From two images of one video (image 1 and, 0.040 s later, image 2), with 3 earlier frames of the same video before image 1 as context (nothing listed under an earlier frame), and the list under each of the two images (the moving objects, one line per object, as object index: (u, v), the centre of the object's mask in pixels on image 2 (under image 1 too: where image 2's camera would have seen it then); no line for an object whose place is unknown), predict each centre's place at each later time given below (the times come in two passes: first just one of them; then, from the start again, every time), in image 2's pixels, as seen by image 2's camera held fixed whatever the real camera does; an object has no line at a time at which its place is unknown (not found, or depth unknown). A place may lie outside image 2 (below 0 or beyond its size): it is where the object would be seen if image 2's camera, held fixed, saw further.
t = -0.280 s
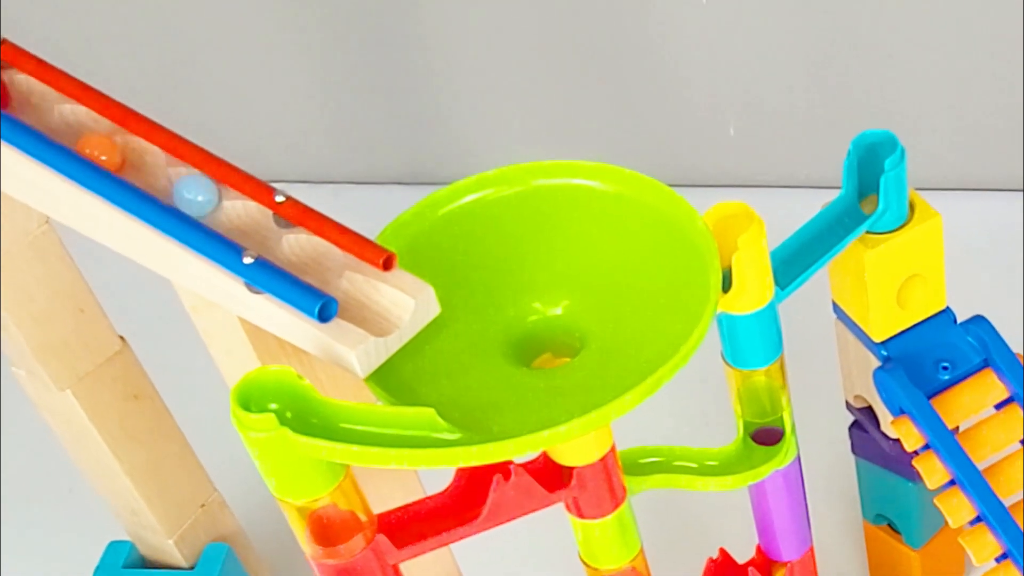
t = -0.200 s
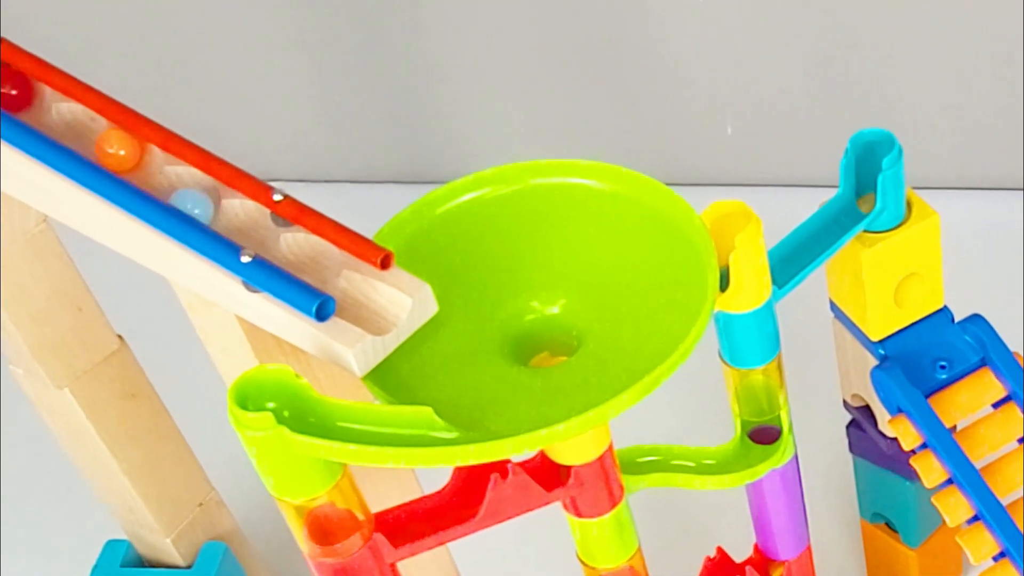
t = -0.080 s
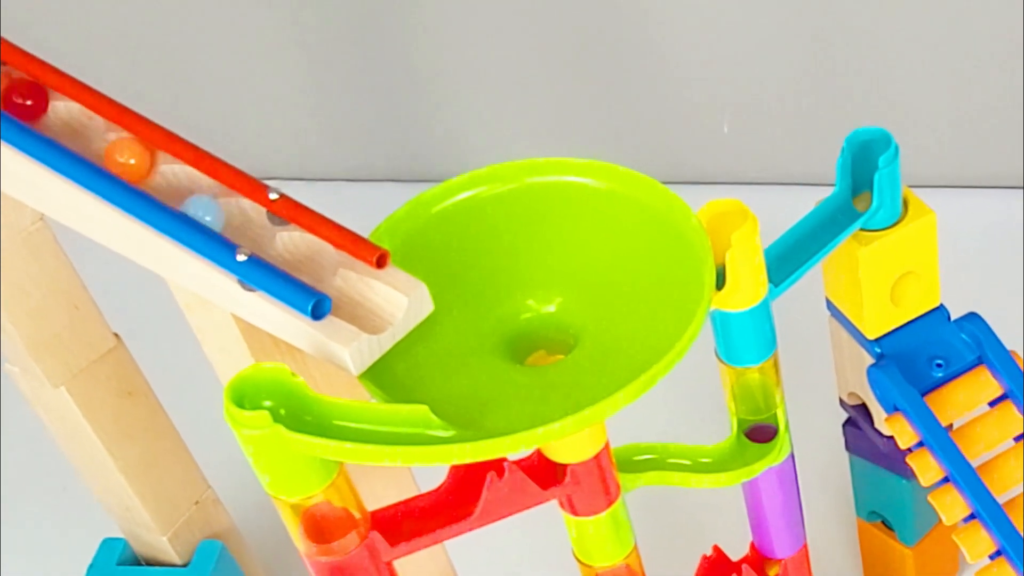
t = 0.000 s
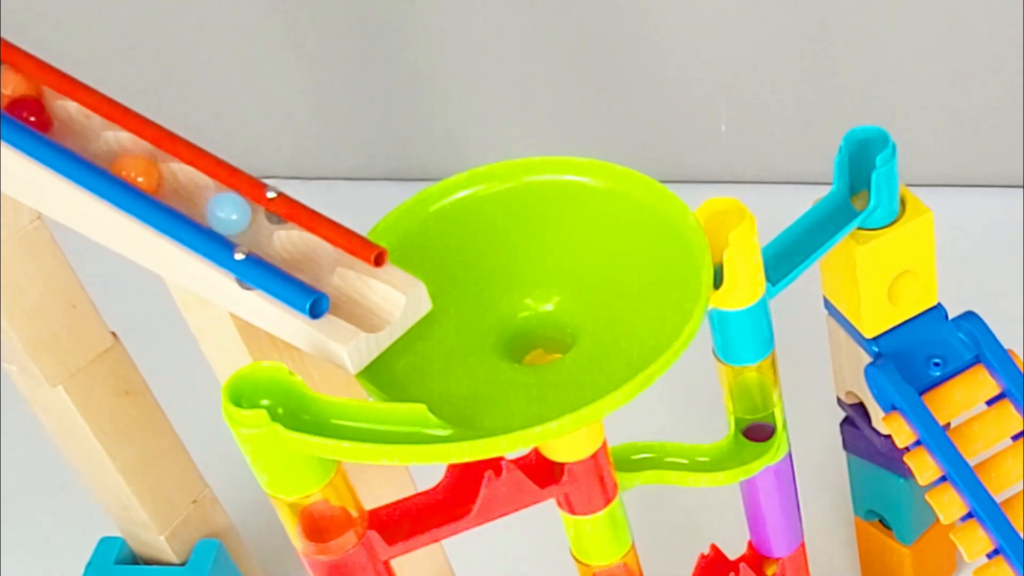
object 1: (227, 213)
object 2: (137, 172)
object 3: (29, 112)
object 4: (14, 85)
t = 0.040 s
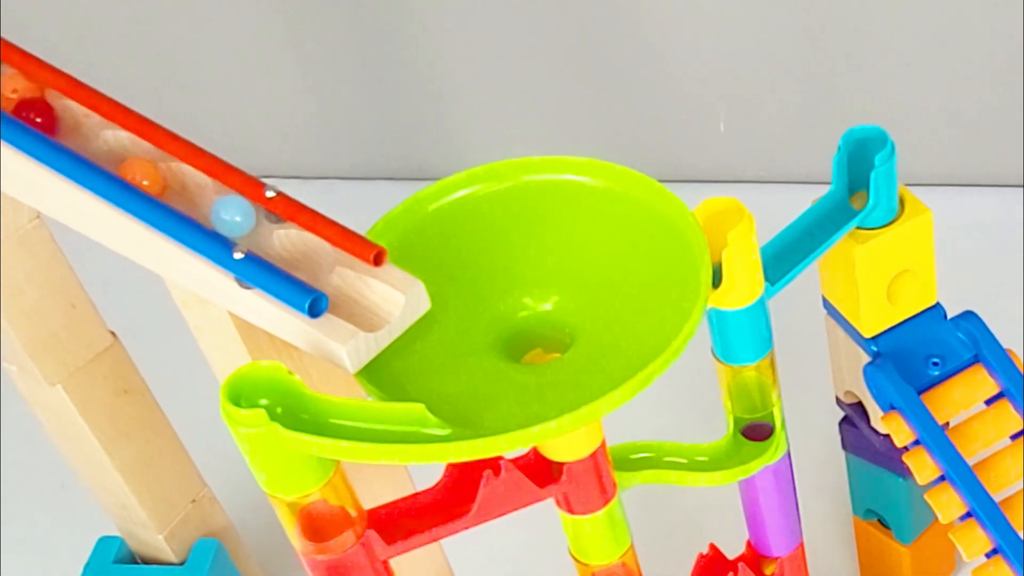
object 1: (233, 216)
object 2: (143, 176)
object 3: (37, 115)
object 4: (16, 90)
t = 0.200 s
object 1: (249, 236)
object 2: (175, 184)
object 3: (69, 123)
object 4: (27, 109)
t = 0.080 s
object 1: (241, 220)
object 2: (152, 179)
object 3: (47, 117)
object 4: (18, 94)
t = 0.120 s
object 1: (242, 225)
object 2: (163, 179)
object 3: (59, 116)
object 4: (20, 104)
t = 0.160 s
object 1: (245, 230)
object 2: (172, 181)
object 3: (64, 119)
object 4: (22, 105)
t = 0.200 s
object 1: (249, 236)
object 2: (175, 184)
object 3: (69, 123)
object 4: (27, 109)
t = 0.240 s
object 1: (256, 240)
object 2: (181, 187)
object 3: (75, 127)
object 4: (33, 113)
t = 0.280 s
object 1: (265, 244)
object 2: (188, 191)
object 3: (76, 133)
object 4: (41, 112)
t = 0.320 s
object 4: (54, 112)
